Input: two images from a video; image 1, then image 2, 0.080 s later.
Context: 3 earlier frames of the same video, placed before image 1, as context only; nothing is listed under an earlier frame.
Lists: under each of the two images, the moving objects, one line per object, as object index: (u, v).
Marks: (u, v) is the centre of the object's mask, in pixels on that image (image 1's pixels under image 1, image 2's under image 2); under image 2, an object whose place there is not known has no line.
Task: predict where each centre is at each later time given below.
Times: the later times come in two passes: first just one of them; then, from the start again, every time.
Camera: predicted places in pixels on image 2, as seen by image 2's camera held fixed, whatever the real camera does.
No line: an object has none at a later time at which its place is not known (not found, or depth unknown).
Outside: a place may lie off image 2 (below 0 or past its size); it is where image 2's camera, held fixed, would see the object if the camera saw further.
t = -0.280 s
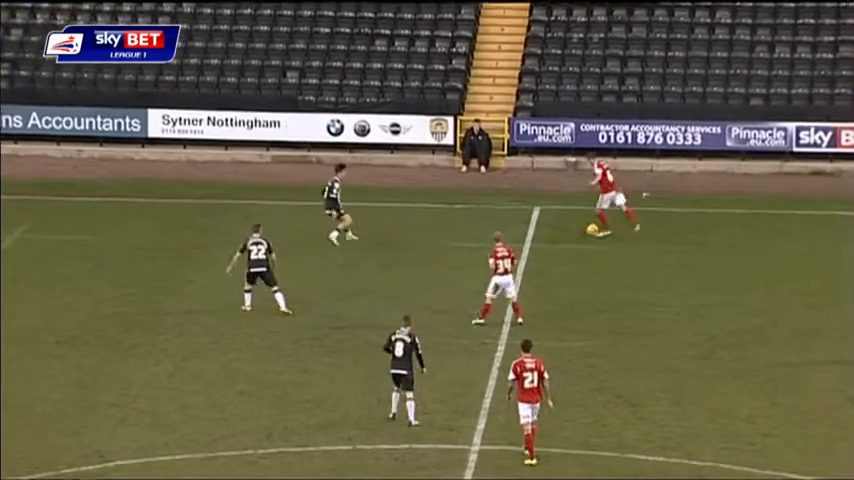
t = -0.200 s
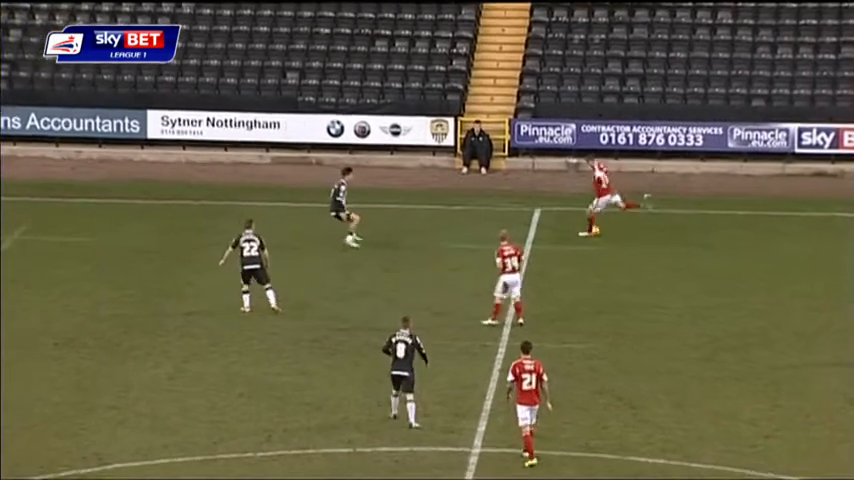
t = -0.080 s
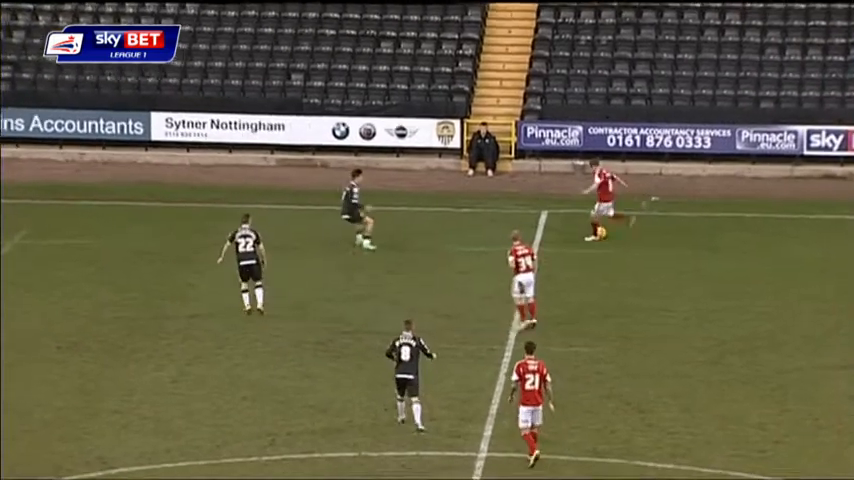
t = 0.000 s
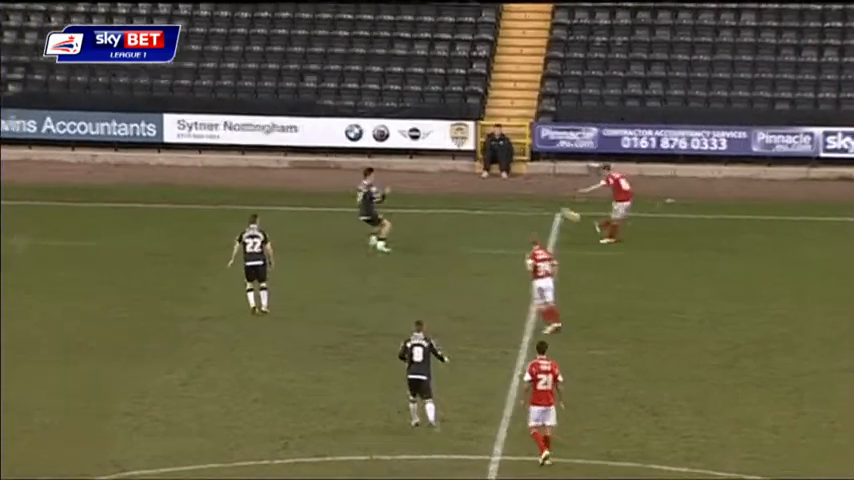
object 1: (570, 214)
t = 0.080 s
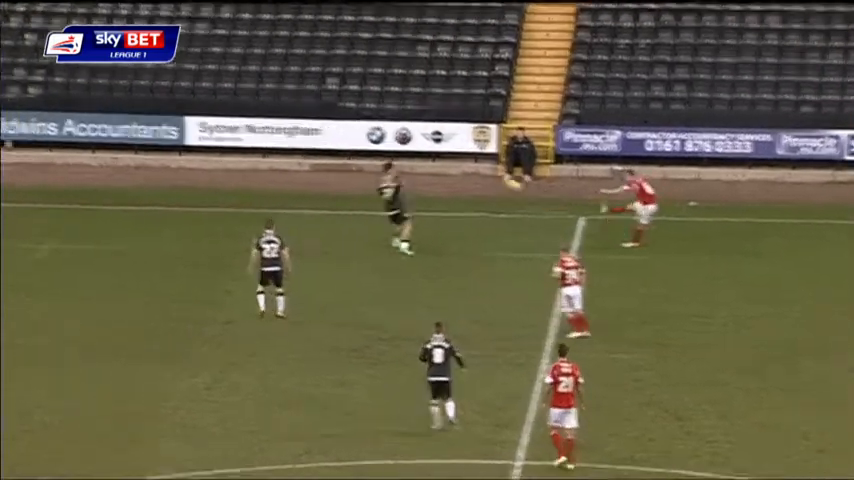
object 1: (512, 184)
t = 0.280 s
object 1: (317, 112)
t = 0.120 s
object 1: (472, 168)
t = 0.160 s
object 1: (435, 154)
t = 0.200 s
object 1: (394, 141)
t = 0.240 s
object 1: (357, 128)
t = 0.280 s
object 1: (317, 112)
